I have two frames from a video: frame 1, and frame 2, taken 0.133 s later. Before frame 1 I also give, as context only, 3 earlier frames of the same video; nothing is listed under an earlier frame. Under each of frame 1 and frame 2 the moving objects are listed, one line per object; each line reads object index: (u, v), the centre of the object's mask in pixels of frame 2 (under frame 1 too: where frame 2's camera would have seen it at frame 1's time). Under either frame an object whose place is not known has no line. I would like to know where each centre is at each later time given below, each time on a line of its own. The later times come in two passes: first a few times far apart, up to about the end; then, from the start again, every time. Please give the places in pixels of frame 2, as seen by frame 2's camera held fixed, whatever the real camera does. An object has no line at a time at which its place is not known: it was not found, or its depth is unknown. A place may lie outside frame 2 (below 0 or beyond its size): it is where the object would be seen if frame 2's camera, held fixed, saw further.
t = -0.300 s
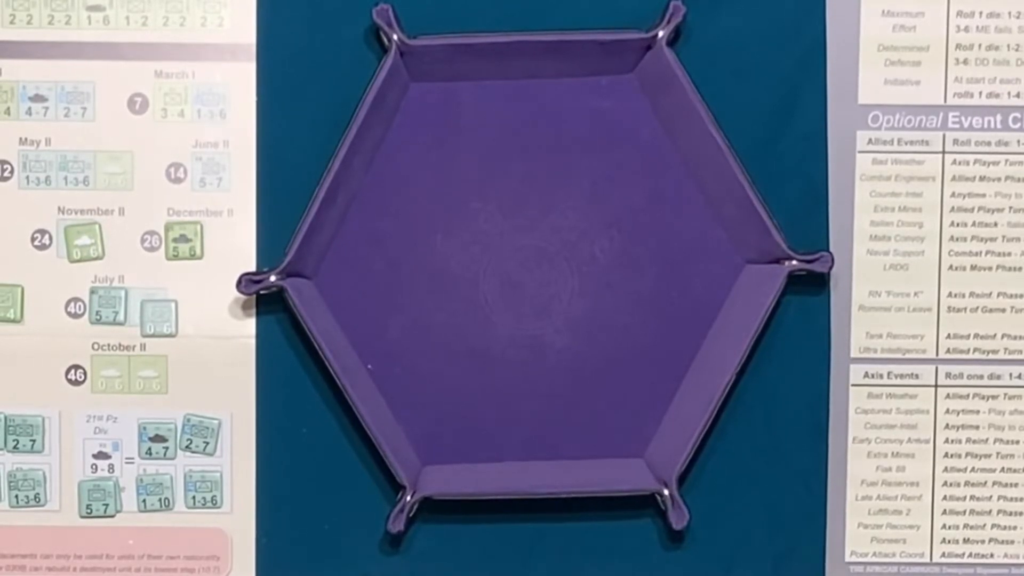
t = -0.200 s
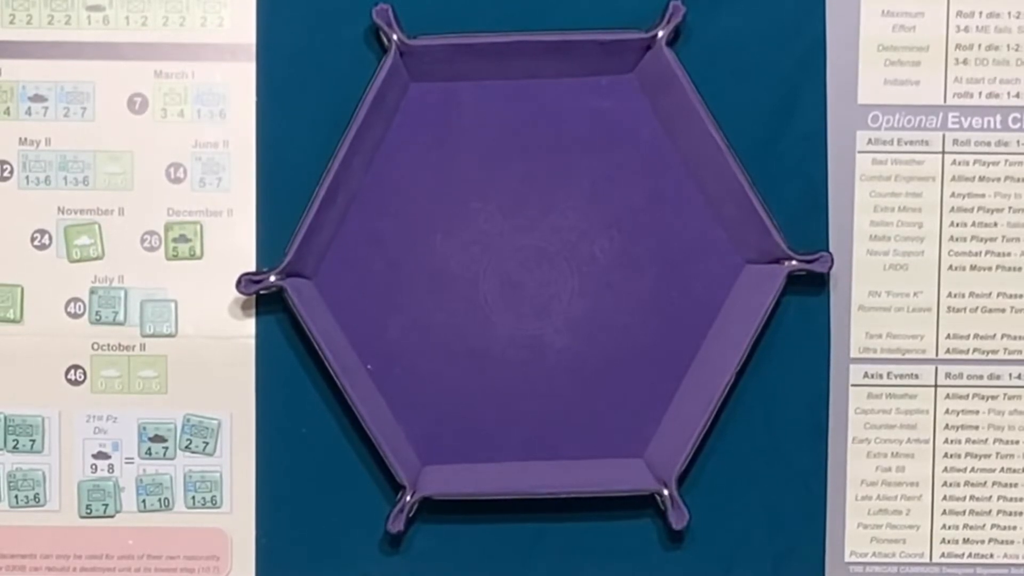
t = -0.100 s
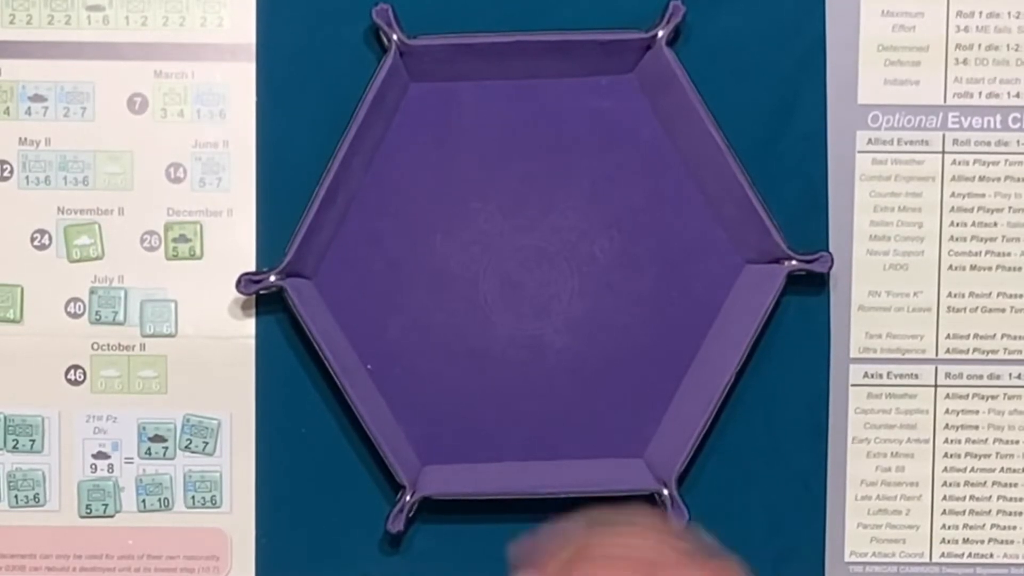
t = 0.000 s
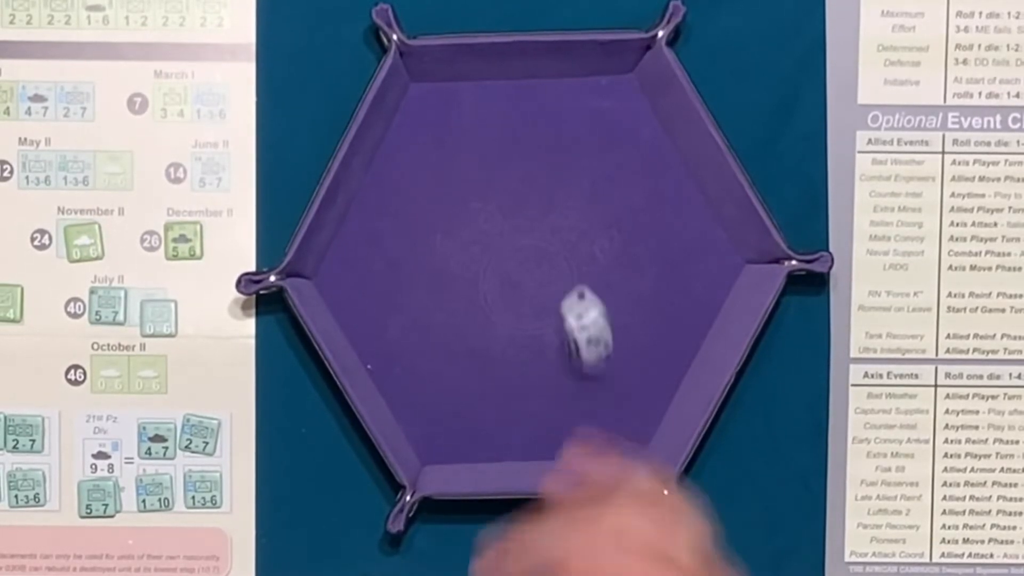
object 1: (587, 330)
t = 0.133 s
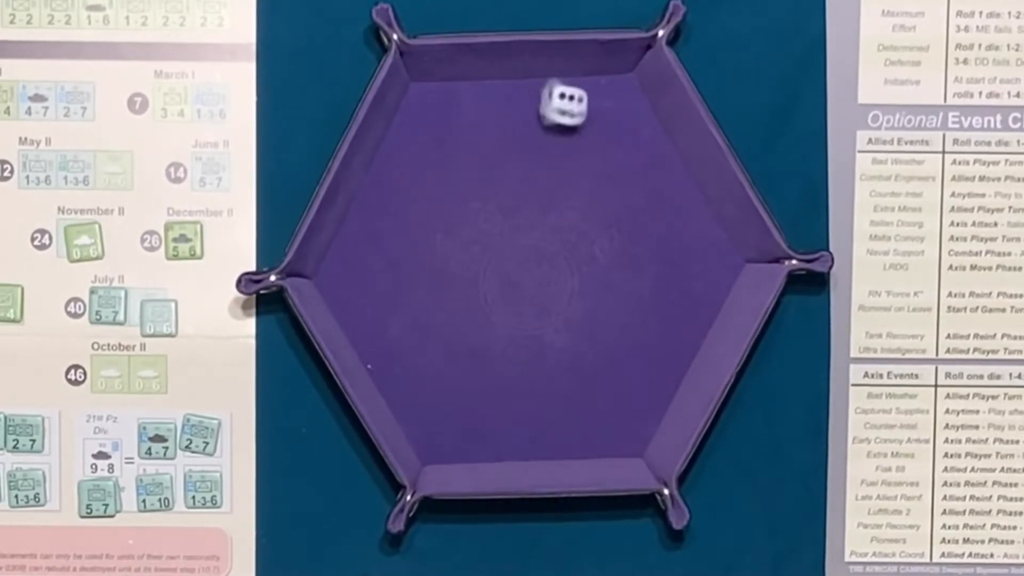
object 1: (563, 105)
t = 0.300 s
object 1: (596, 164)
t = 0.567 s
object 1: (597, 175)
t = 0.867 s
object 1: (597, 175)
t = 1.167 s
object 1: (597, 175)
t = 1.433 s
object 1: (597, 175)
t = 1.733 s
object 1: (597, 175)
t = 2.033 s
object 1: (597, 175)
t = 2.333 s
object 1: (597, 175)
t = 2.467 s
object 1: (597, 175)
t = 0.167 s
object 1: (568, 125)
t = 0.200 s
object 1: (574, 143)
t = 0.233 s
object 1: (582, 151)
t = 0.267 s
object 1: (590, 158)
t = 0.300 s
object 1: (596, 164)
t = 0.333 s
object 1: (599, 171)
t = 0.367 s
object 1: (598, 174)
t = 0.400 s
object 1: (597, 175)
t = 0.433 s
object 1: (597, 175)
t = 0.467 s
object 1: (597, 175)
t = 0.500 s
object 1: (597, 175)
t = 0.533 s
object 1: (597, 175)
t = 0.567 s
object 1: (597, 175)
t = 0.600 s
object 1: (597, 175)
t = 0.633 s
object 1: (597, 175)
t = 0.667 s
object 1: (597, 175)
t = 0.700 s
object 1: (597, 175)
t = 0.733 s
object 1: (597, 175)
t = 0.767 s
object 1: (597, 175)
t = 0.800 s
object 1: (597, 175)
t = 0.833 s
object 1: (597, 175)
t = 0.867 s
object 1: (597, 175)
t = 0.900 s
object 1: (597, 175)
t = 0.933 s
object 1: (597, 175)
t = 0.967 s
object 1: (597, 175)
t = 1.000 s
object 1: (597, 175)
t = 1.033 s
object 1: (597, 175)
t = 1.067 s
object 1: (597, 175)
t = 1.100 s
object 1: (597, 175)
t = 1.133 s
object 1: (597, 175)
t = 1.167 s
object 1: (597, 175)
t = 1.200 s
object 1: (597, 175)
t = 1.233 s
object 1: (597, 175)
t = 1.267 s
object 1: (597, 175)
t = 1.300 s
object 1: (597, 175)
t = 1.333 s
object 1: (597, 175)
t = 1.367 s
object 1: (597, 175)
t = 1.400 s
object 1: (597, 175)
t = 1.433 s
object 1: (597, 175)
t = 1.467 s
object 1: (597, 175)
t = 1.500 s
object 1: (597, 175)
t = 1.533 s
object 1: (597, 175)
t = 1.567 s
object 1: (597, 175)
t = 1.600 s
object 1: (597, 175)
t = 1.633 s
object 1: (597, 175)
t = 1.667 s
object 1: (597, 175)
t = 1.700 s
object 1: (597, 175)
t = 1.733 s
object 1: (597, 175)
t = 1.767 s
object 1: (597, 175)
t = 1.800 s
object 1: (597, 175)
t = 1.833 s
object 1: (597, 175)
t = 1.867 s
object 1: (597, 175)
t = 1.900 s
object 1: (597, 175)
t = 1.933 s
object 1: (597, 175)
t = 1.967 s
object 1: (597, 175)
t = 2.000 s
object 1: (597, 175)
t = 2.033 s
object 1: (597, 175)
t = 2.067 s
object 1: (597, 175)
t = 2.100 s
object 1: (597, 175)
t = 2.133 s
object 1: (597, 175)
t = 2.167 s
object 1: (597, 175)
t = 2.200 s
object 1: (597, 175)
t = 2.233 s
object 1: (597, 175)
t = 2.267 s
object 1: (597, 175)
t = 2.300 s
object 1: (597, 175)
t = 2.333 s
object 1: (597, 175)
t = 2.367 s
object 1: (597, 175)
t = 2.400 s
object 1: (597, 175)
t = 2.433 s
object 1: (597, 175)
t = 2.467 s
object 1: (597, 175)
